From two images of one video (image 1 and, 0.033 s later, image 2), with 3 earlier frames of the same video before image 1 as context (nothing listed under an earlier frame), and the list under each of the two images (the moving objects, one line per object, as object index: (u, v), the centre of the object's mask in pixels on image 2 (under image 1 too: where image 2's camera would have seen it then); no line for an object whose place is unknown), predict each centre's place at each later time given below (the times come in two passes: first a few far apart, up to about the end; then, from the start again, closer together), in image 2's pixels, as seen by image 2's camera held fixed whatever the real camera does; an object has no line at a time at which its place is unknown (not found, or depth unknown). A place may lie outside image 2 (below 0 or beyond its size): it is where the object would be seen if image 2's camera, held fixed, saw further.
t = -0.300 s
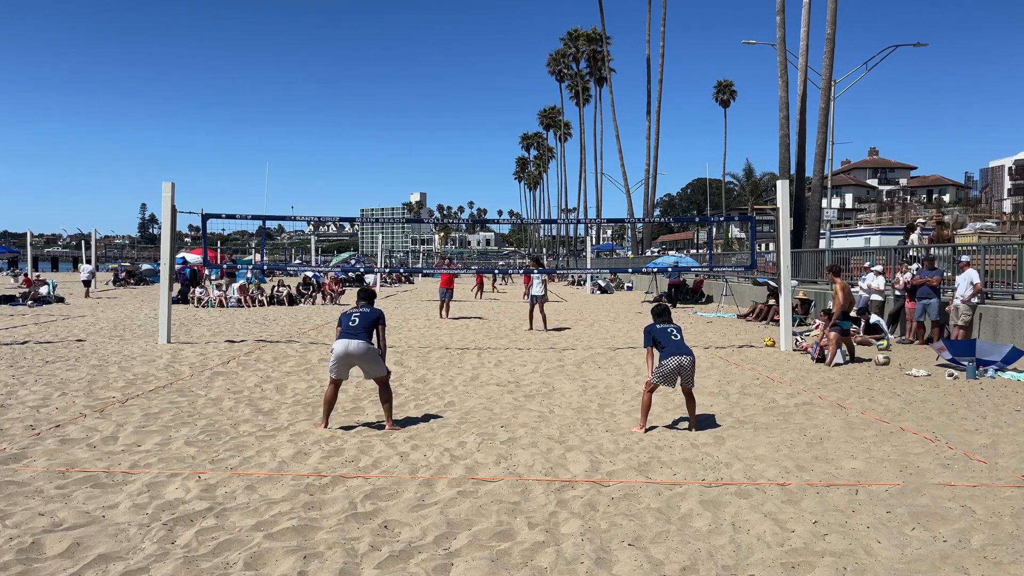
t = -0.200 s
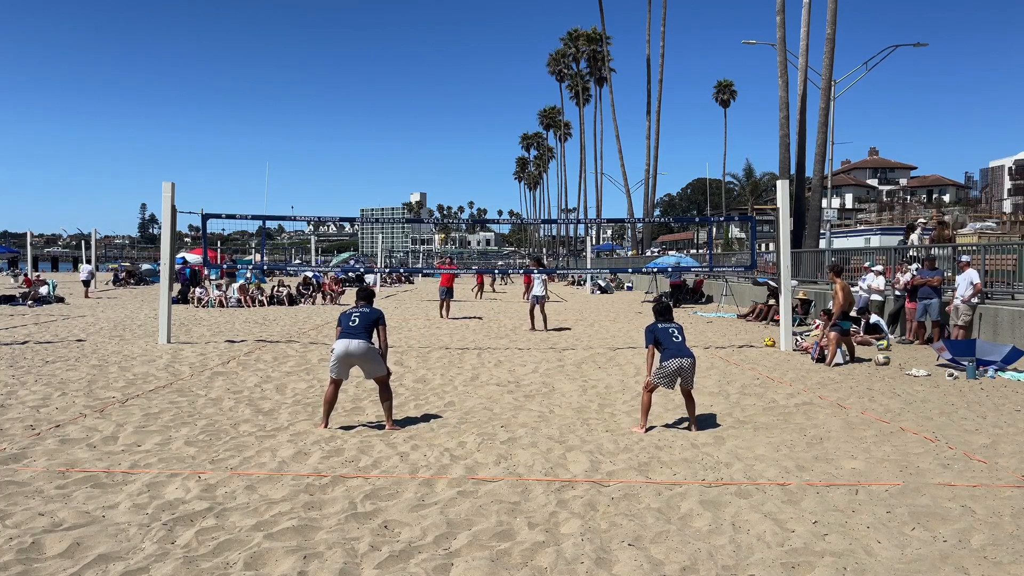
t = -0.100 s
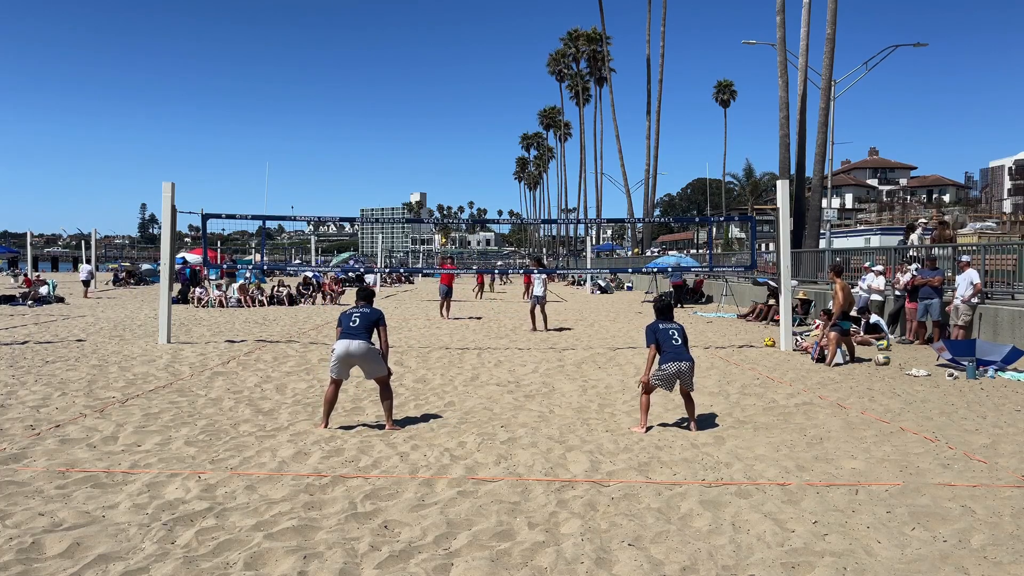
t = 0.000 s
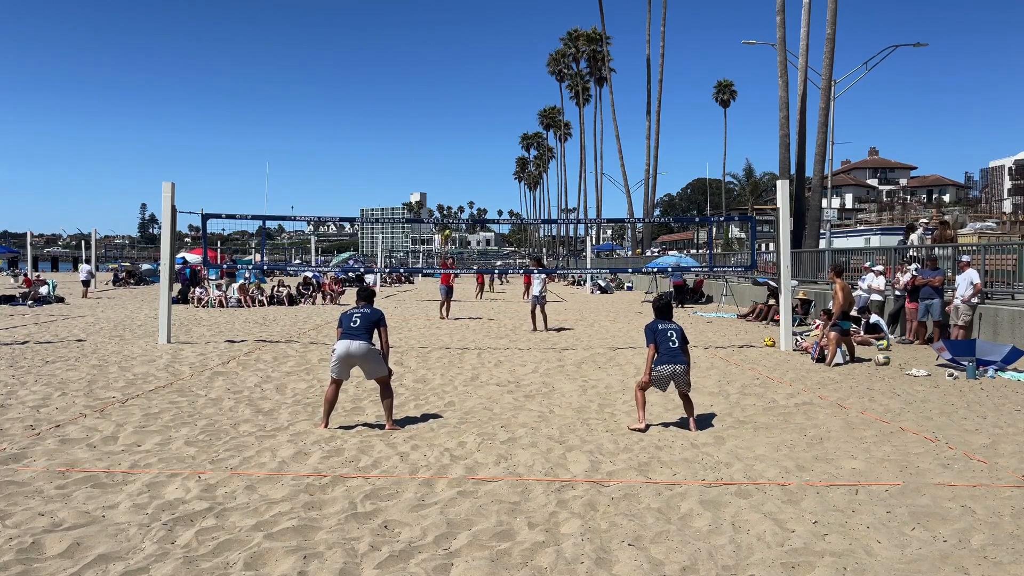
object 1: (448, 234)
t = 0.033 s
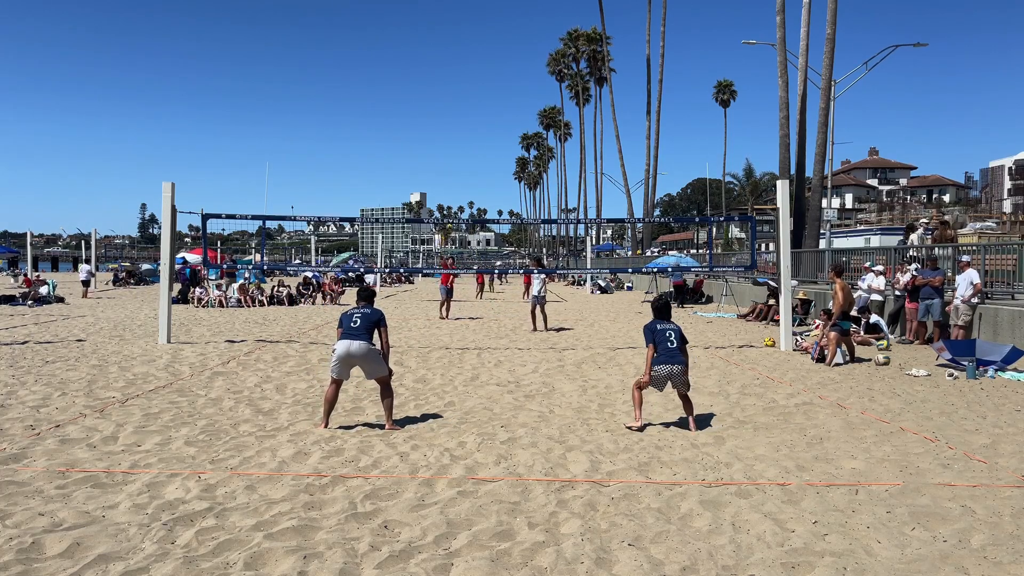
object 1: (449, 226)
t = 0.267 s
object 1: (469, 180)
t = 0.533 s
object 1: (501, 143)
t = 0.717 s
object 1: (526, 129)
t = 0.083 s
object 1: (454, 215)
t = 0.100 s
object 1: (455, 211)
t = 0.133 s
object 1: (457, 205)
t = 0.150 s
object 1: (459, 202)
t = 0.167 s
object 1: (460, 199)
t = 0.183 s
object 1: (461, 195)
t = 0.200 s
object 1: (463, 192)
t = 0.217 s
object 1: (464, 189)
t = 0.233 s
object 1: (466, 186)
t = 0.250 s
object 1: (468, 183)
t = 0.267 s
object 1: (469, 180)
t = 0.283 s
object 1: (471, 177)
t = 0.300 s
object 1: (473, 174)
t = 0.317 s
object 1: (474, 172)
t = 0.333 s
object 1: (476, 169)
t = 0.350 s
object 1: (478, 167)
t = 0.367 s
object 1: (480, 164)
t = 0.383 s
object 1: (482, 162)
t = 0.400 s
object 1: (484, 160)
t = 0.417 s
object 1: (486, 157)
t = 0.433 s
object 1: (488, 155)
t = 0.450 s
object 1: (490, 153)
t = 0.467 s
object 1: (492, 151)
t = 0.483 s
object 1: (494, 149)
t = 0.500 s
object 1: (496, 147)
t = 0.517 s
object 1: (499, 145)
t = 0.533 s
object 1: (501, 143)
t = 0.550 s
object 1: (503, 142)
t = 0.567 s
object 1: (505, 140)
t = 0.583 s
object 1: (507, 139)
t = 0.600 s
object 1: (510, 137)
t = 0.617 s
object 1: (512, 136)
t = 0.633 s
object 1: (514, 134)
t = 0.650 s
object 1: (517, 133)
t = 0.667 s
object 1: (519, 132)
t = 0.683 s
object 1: (521, 131)
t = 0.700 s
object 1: (524, 130)
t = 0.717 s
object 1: (526, 129)
